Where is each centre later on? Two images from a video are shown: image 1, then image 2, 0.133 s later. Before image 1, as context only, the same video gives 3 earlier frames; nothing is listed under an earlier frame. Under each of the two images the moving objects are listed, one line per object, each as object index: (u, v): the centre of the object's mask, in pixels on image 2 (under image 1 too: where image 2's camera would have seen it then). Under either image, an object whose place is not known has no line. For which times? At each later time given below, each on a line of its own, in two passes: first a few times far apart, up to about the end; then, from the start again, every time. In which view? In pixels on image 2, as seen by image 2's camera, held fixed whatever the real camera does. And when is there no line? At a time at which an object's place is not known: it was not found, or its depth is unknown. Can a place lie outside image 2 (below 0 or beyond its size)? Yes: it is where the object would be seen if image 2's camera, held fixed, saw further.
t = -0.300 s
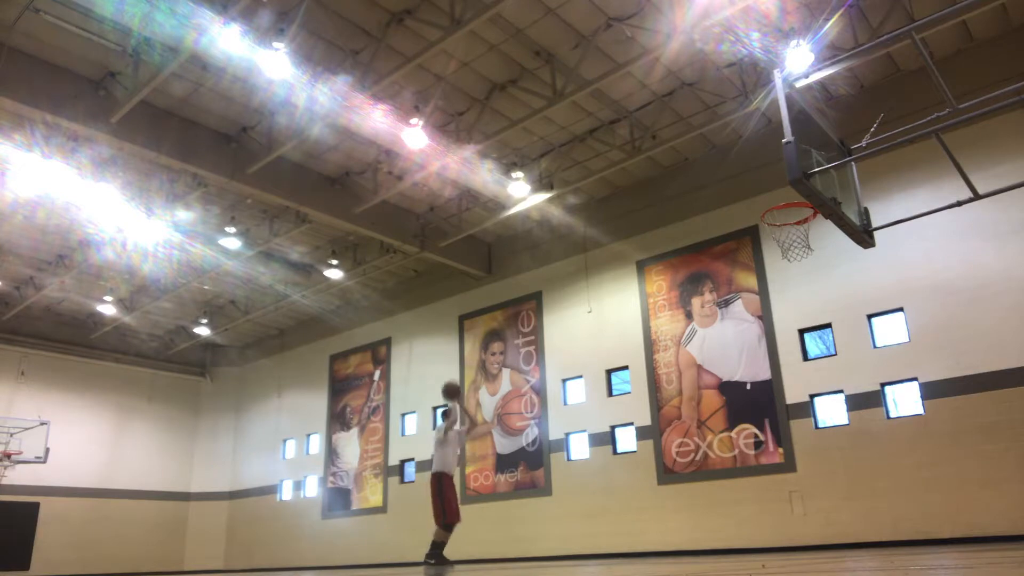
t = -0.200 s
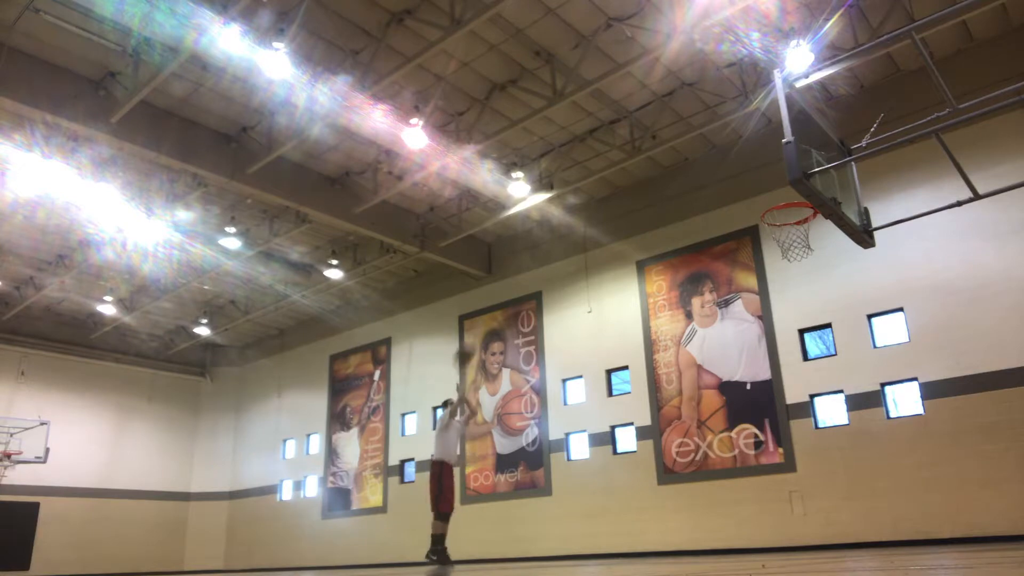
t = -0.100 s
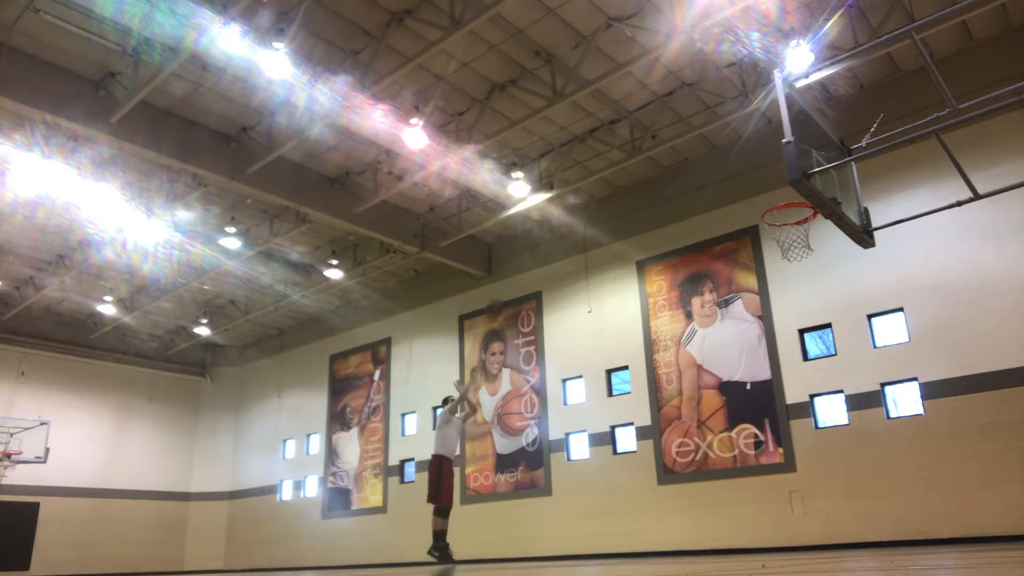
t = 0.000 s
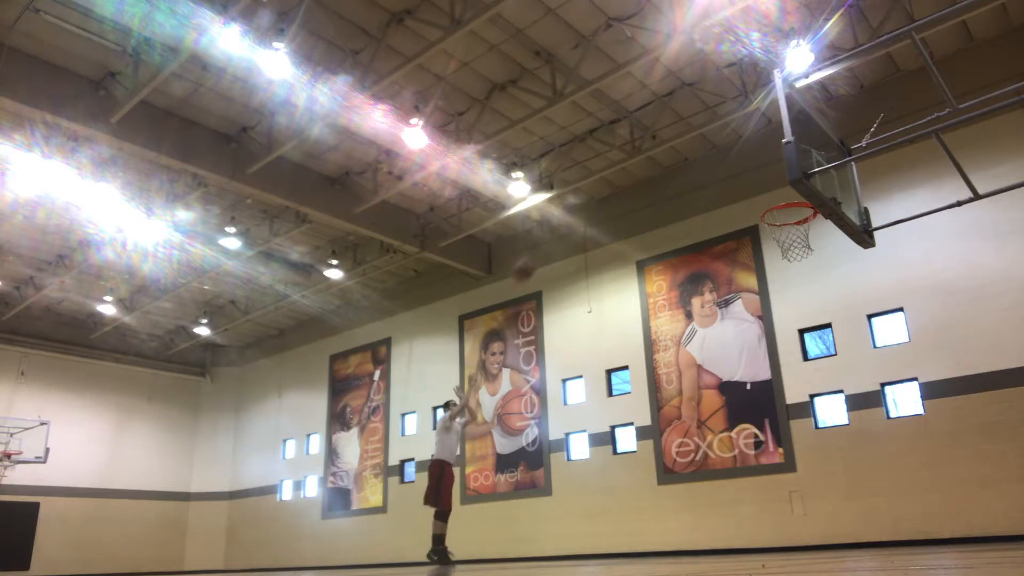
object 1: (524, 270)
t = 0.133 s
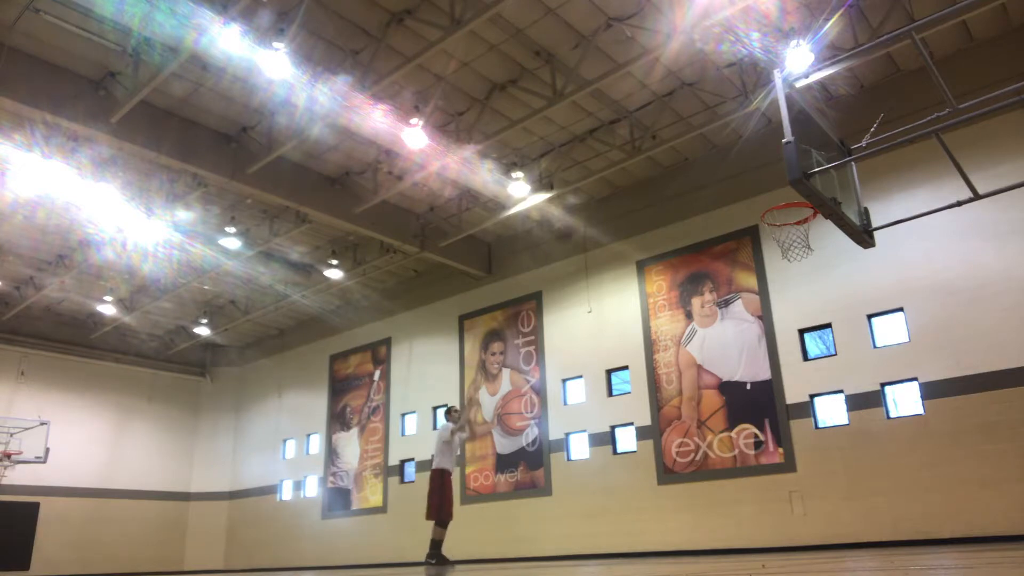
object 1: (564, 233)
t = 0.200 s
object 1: (589, 216)
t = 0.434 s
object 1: (671, 190)
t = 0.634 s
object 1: (754, 202)
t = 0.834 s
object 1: (823, 239)
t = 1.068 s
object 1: (860, 303)
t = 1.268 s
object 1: (909, 424)
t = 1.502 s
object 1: (925, 472)
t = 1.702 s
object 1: (881, 389)
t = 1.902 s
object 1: (852, 364)
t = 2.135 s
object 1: (829, 397)
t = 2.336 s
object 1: (817, 490)
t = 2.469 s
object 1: (804, 505)
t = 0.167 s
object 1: (575, 220)
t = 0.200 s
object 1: (589, 216)
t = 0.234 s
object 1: (598, 212)
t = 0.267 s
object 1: (611, 205)
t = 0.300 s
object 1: (622, 199)
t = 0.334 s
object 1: (634, 195)
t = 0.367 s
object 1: (647, 192)
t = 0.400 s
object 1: (659, 190)
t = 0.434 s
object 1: (671, 190)
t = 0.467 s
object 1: (685, 189)
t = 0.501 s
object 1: (697, 190)
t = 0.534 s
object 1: (712, 191)
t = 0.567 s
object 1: (725, 194)
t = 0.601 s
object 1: (740, 198)
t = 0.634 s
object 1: (754, 202)
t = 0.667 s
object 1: (766, 208)
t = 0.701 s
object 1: (785, 218)
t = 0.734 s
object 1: (802, 225)
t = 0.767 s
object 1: (814, 231)
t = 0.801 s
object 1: (819, 235)
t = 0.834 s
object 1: (823, 239)
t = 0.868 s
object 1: (828, 245)
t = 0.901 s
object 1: (832, 251)
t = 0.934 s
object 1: (837, 259)
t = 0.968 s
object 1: (842, 268)
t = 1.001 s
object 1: (847, 278)
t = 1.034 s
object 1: (853, 290)
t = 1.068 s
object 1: (860, 303)
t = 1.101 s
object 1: (865, 316)
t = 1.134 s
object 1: (871, 335)
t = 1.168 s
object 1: (882, 355)
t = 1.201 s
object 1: (888, 369)
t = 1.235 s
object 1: (896, 393)
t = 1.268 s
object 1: (909, 424)
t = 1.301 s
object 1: (917, 443)
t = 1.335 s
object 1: (927, 469)
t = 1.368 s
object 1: (938, 499)
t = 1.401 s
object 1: (948, 525)
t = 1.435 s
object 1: (942, 512)
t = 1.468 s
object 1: (934, 491)
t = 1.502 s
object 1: (925, 472)
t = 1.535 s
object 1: (917, 454)
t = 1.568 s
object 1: (910, 438)
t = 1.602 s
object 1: (904, 427)
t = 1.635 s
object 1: (896, 413)
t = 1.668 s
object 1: (887, 399)
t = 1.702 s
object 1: (881, 389)
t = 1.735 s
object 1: (876, 381)
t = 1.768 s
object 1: (871, 375)
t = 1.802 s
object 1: (866, 370)
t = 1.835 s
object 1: (861, 366)
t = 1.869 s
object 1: (857, 365)
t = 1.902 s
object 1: (852, 364)
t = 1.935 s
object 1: (848, 365)
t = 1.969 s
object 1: (845, 367)
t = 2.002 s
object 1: (841, 370)
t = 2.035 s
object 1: (838, 375)
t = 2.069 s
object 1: (834, 380)
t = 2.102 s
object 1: (831, 388)
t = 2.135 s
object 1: (829, 397)
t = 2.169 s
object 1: (825, 411)
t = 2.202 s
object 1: (823, 426)
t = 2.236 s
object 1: (822, 439)
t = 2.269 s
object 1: (820, 452)
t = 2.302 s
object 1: (819, 470)
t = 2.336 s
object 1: (817, 490)
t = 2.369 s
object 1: (816, 512)
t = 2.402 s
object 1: (815, 532)
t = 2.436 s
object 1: (809, 521)
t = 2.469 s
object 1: (804, 505)
